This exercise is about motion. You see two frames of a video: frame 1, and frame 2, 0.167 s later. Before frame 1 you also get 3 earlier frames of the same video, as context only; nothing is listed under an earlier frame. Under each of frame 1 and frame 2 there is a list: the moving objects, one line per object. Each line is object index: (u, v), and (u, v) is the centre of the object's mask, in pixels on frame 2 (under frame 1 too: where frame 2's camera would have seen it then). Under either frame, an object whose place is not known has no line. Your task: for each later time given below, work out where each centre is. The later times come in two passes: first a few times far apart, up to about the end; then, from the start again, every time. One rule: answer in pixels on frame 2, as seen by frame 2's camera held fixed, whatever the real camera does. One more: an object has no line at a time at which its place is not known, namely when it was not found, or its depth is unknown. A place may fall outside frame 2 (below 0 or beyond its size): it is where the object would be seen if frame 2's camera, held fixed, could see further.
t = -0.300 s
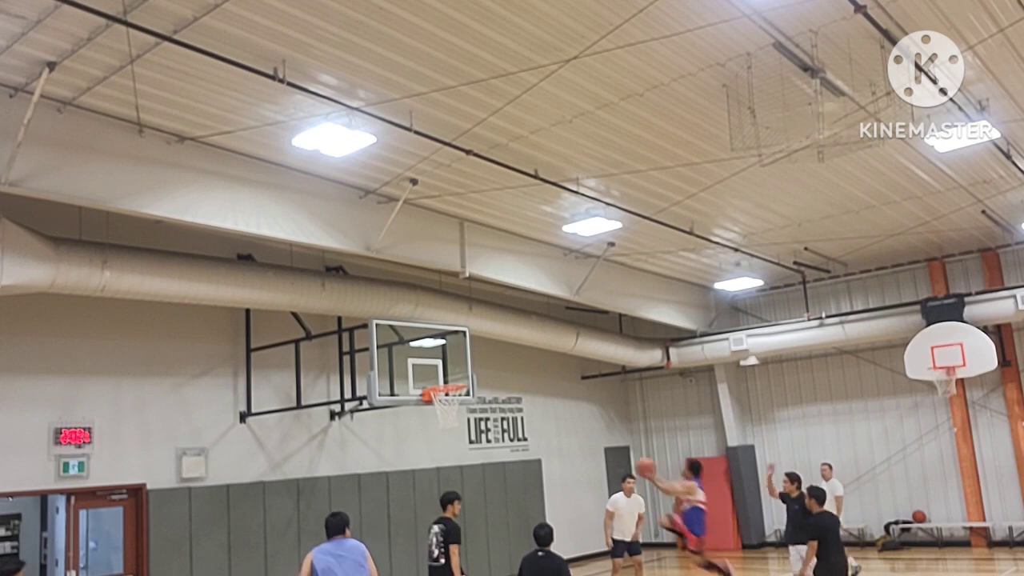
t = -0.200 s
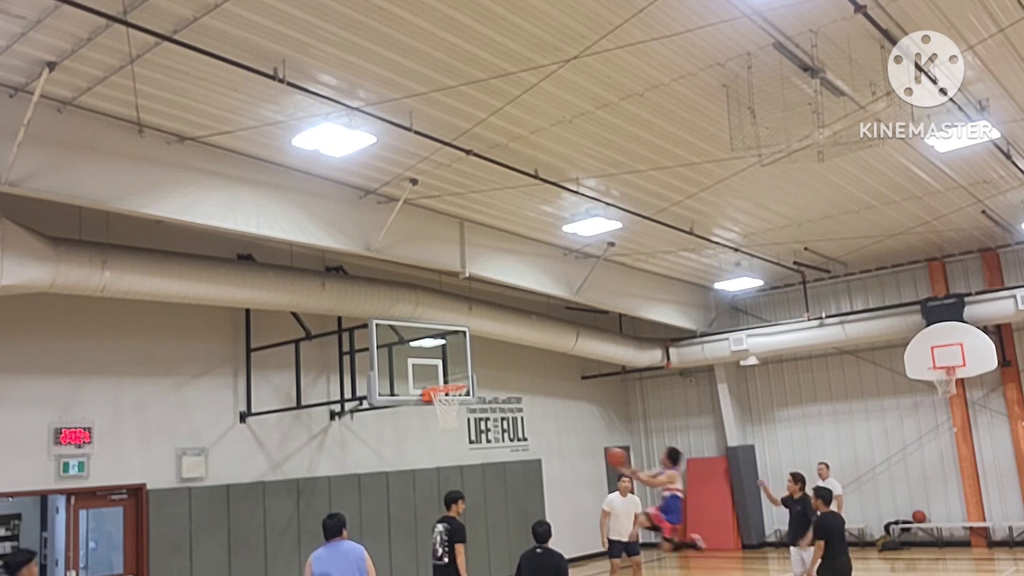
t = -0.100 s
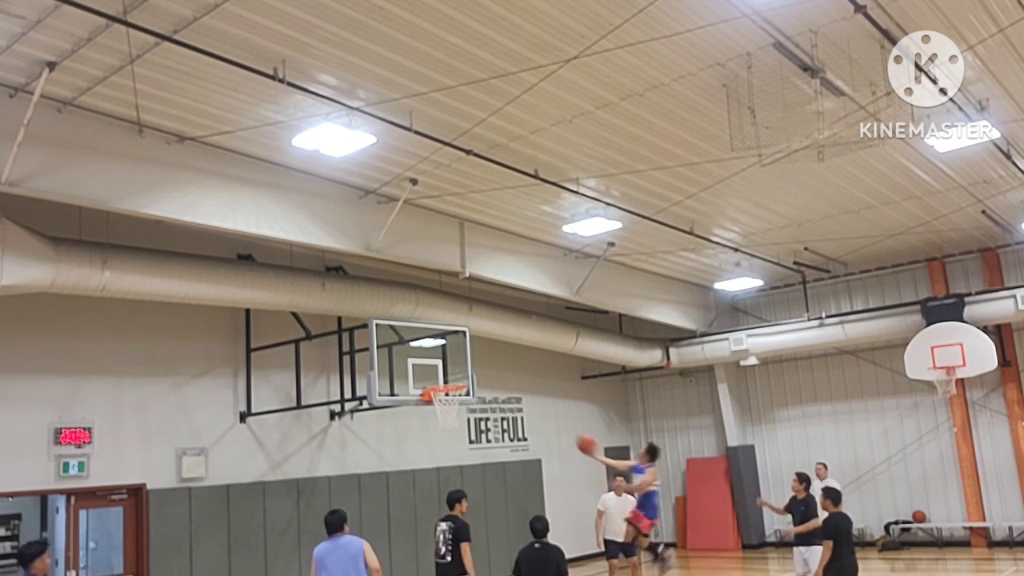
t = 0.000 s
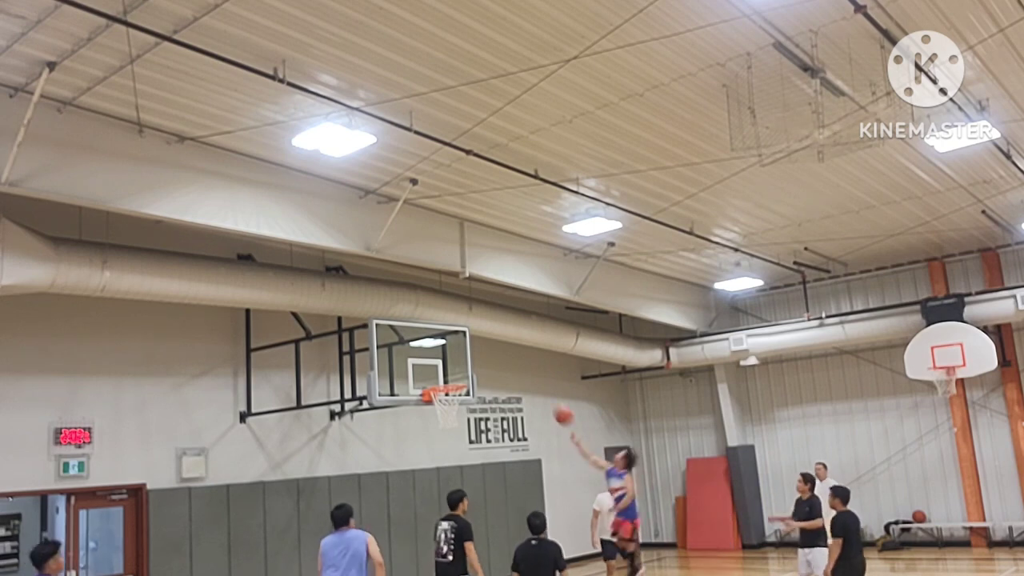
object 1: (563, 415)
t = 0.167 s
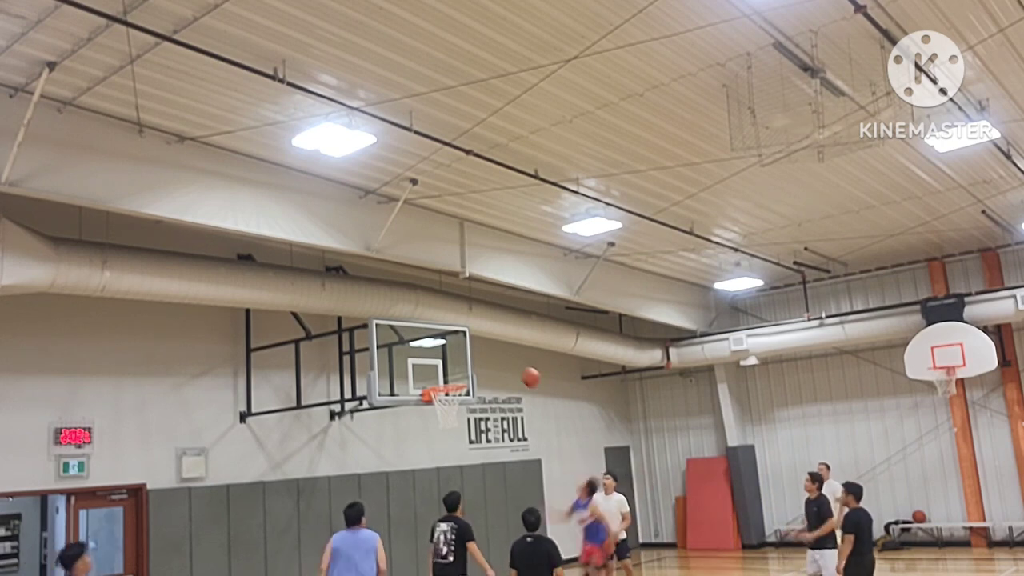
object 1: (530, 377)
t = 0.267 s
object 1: (513, 365)
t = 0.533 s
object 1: (468, 371)
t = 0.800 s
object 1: (434, 410)
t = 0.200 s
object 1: (525, 372)
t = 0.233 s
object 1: (519, 368)
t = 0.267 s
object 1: (513, 365)
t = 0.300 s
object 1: (507, 363)
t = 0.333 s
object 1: (501, 362)
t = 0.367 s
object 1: (495, 361)
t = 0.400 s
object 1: (490, 362)
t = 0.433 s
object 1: (484, 363)
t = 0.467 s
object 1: (479, 365)
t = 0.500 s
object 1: (474, 367)
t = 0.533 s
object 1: (468, 371)
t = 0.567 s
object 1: (462, 375)
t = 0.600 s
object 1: (457, 378)
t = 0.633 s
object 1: (452, 382)
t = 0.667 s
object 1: (449, 393)
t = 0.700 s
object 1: (441, 401)
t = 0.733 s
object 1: (436, 406)
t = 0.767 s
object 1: (435, 409)
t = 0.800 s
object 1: (434, 410)
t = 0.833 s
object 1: (433, 411)
